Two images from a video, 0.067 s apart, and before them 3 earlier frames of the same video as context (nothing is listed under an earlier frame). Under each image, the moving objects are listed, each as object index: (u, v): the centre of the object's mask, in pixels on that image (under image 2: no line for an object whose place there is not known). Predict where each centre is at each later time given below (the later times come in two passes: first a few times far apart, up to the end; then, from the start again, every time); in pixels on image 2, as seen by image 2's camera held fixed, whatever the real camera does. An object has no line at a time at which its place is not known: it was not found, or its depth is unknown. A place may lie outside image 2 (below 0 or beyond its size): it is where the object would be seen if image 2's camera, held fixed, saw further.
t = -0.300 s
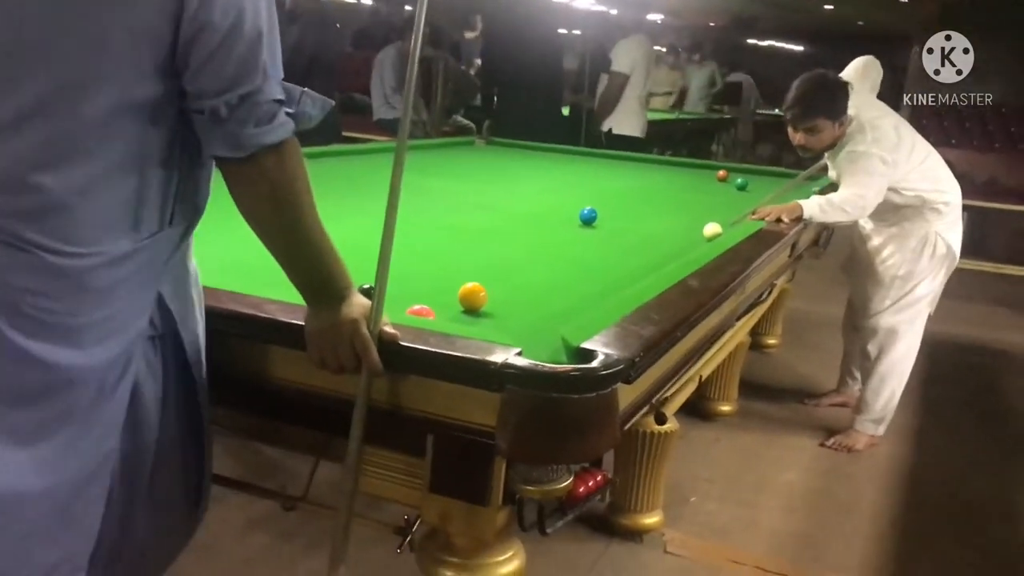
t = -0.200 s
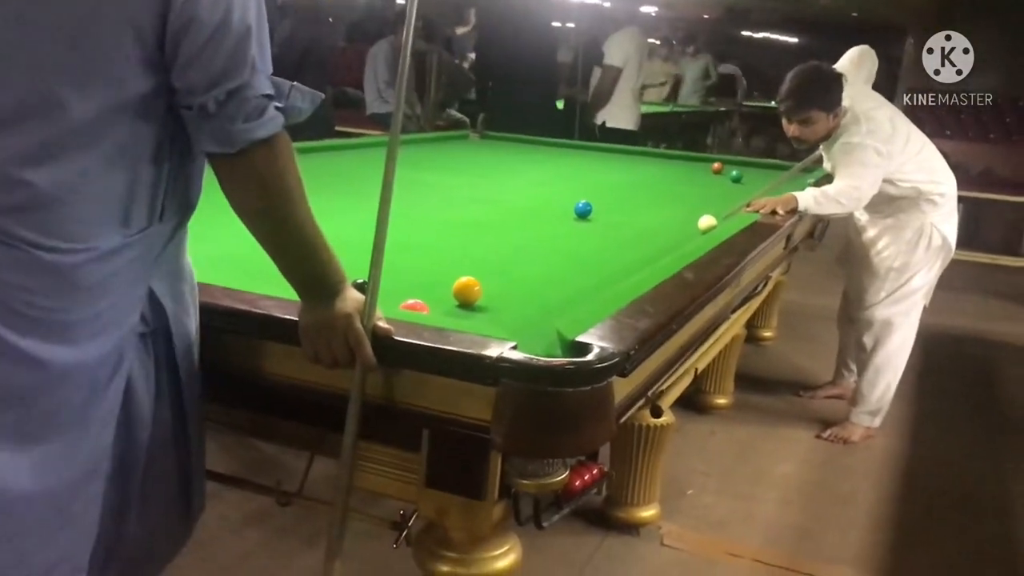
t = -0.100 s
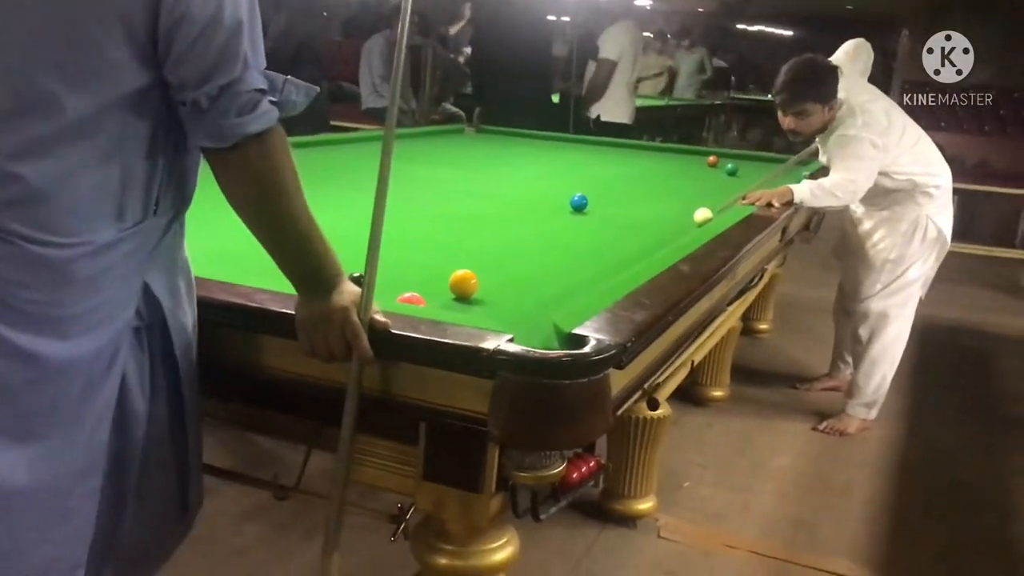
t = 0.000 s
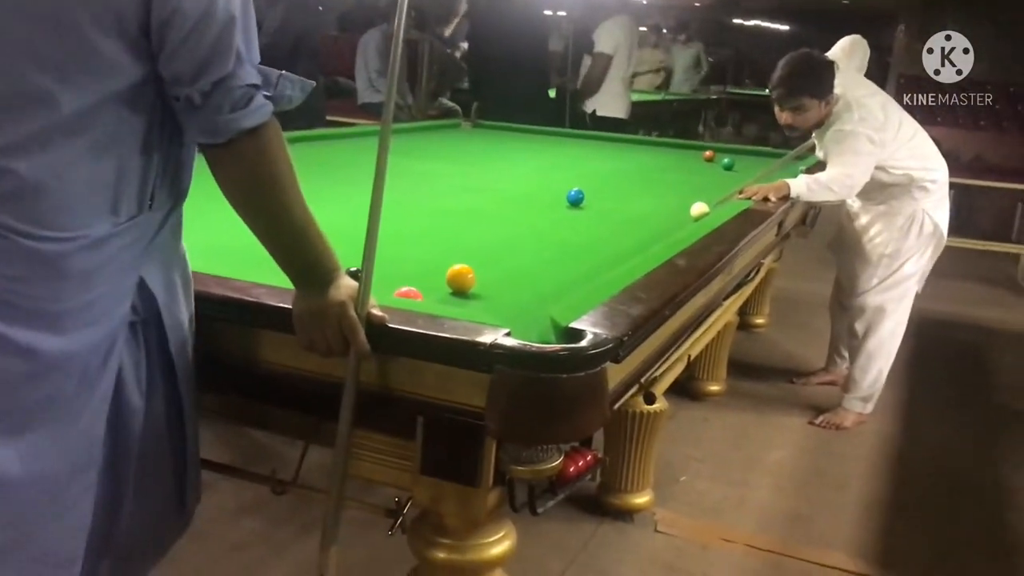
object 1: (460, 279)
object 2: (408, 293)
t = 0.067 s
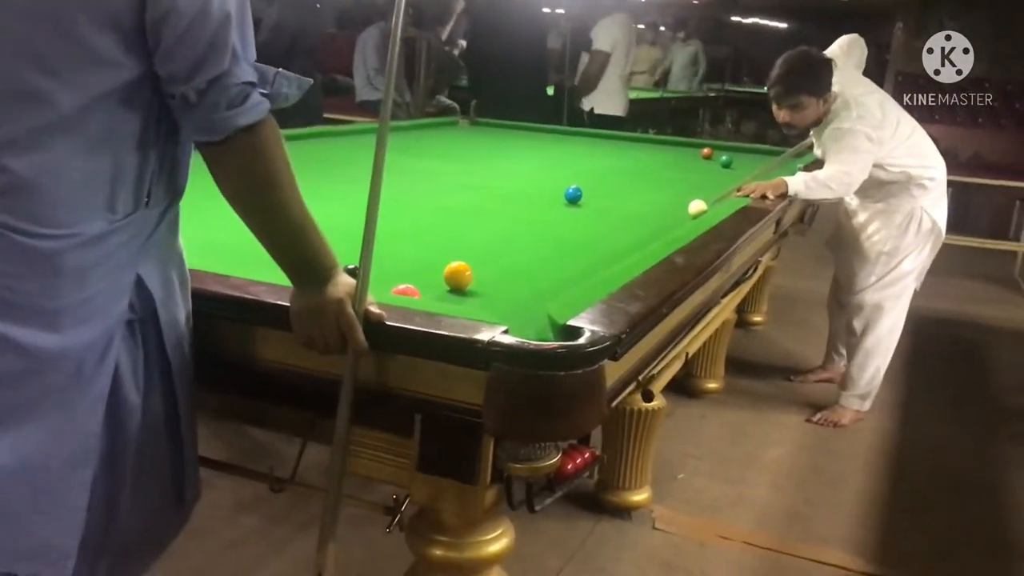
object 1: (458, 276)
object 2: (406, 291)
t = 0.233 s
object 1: (458, 276)
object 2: (406, 291)
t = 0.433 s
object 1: (458, 276)
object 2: (406, 291)
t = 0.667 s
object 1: (458, 276)
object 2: (406, 290)
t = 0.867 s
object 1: (458, 276)
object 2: (406, 291)
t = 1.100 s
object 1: (458, 276)
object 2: (406, 290)
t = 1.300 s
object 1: (441, 280)
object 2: (415, 291)
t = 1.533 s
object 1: (478, 258)
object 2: (437, 292)
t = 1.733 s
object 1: (501, 243)
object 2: (452, 292)
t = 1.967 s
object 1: (522, 229)
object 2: (467, 292)
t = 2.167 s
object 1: (538, 219)
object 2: (477, 290)
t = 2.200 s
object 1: (540, 217)
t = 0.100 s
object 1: (458, 276)
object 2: (406, 291)
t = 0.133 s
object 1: (458, 276)
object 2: (406, 291)
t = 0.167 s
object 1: (458, 276)
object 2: (407, 291)
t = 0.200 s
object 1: (458, 276)
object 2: (406, 291)
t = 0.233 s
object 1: (458, 276)
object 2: (406, 291)
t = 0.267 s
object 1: (458, 276)
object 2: (406, 291)
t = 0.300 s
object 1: (458, 276)
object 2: (406, 291)
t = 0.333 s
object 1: (458, 276)
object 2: (406, 290)
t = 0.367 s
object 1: (458, 276)
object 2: (406, 291)
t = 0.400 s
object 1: (458, 276)
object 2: (406, 291)
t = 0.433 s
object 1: (458, 276)
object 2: (406, 291)
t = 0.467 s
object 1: (458, 276)
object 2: (406, 291)
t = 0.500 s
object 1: (458, 276)
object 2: (406, 291)
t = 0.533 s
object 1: (458, 276)
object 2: (406, 291)
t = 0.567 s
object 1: (458, 276)
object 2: (406, 290)
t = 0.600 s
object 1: (458, 276)
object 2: (406, 290)
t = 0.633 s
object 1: (458, 276)
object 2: (406, 290)
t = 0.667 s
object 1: (458, 276)
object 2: (406, 290)
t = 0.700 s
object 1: (458, 276)
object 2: (406, 291)
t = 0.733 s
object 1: (458, 276)
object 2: (406, 290)
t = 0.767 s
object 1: (458, 276)
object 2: (406, 290)
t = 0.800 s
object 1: (458, 276)
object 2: (406, 290)
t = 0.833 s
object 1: (458, 276)
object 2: (406, 290)
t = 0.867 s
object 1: (458, 276)
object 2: (406, 291)
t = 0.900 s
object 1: (458, 276)
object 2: (406, 291)
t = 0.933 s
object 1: (458, 276)
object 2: (406, 291)
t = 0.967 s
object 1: (458, 276)
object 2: (406, 291)
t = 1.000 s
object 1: (458, 276)
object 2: (406, 290)
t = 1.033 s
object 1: (458, 276)
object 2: (406, 290)
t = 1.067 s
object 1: (458, 276)
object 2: (406, 290)
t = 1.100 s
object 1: (458, 276)
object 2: (406, 290)
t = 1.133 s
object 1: (456, 278)
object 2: (406, 290)
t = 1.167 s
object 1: (439, 284)
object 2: (407, 290)
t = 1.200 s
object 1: (425, 287)
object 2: (406, 290)
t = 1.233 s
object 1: (427, 286)
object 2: (408, 290)
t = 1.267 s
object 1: (434, 284)
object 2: (411, 291)
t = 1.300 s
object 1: (441, 280)
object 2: (415, 291)
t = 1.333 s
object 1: (448, 276)
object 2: (418, 291)
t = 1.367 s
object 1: (454, 272)
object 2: (421, 291)
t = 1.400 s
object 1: (459, 269)
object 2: (425, 291)
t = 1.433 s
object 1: (464, 266)
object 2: (428, 291)
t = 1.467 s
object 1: (469, 263)
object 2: (431, 292)
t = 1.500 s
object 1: (473, 260)
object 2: (434, 292)
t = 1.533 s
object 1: (478, 258)
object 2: (437, 292)
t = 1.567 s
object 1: (482, 255)
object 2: (439, 292)
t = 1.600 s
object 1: (486, 252)
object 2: (442, 292)
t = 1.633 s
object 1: (490, 250)
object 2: (445, 292)
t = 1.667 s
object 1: (494, 247)
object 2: (447, 292)
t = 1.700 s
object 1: (497, 245)
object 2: (449, 292)
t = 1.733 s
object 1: (501, 243)
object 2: (452, 292)
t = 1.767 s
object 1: (504, 241)
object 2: (454, 292)
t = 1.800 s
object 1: (507, 239)
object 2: (456, 292)
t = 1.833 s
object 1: (510, 237)
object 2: (458, 292)
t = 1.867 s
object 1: (514, 235)
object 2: (460, 292)
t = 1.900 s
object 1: (516, 233)
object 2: (463, 292)
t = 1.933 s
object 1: (519, 231)
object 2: (465, 292)
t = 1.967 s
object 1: (522, 229)
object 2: (467, 292)
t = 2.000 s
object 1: (525, 227)
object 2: (468, 292)
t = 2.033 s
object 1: (527, 226)
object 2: (470, 292)
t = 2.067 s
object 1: (530, 224)
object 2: (472, 292)
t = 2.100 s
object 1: (533, 222)
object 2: (474, 292)
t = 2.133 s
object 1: (535, 219)
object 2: (476, 291)
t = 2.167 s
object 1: (538, 219)
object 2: (477, 290)
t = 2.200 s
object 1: (540, 217)
